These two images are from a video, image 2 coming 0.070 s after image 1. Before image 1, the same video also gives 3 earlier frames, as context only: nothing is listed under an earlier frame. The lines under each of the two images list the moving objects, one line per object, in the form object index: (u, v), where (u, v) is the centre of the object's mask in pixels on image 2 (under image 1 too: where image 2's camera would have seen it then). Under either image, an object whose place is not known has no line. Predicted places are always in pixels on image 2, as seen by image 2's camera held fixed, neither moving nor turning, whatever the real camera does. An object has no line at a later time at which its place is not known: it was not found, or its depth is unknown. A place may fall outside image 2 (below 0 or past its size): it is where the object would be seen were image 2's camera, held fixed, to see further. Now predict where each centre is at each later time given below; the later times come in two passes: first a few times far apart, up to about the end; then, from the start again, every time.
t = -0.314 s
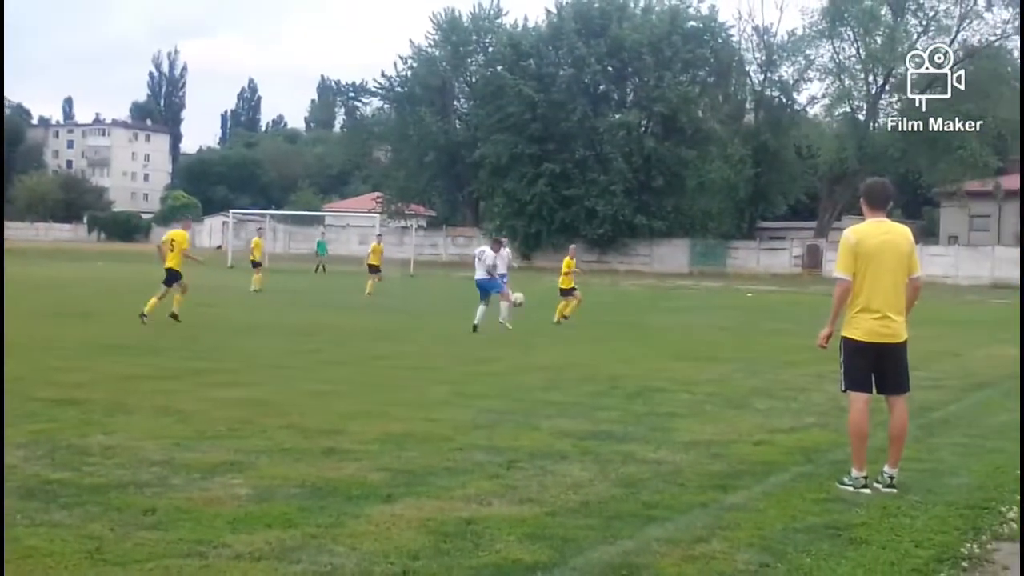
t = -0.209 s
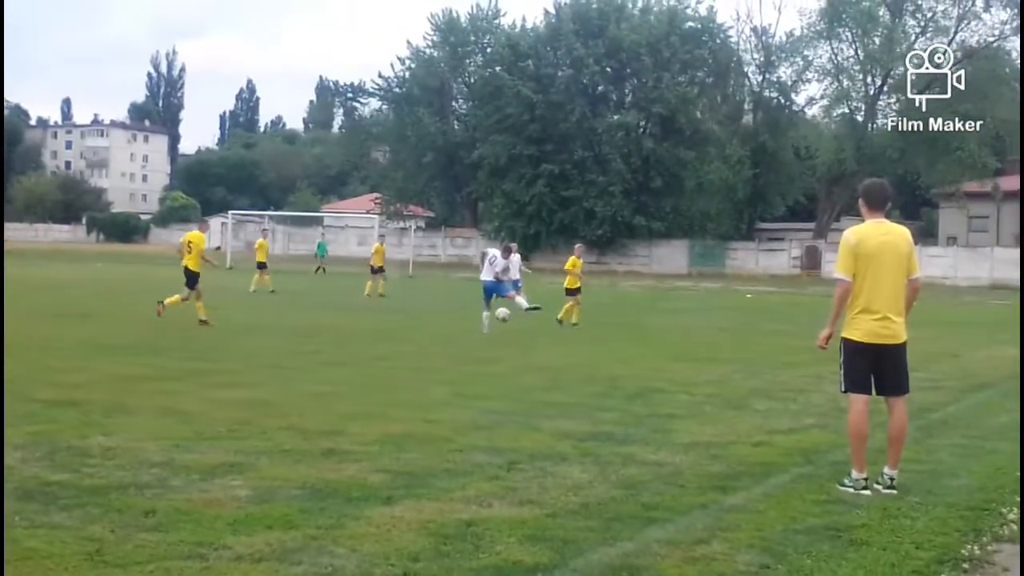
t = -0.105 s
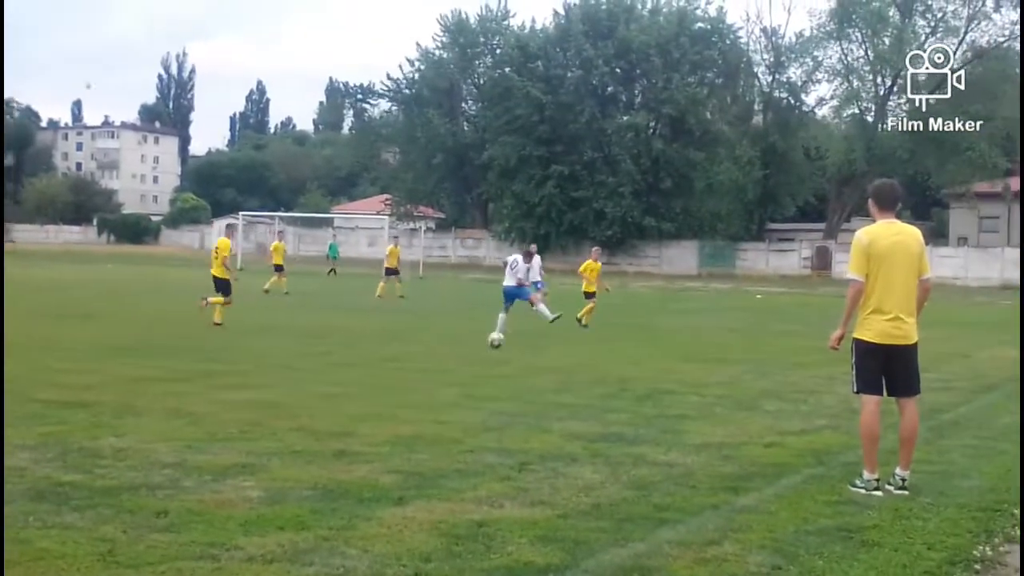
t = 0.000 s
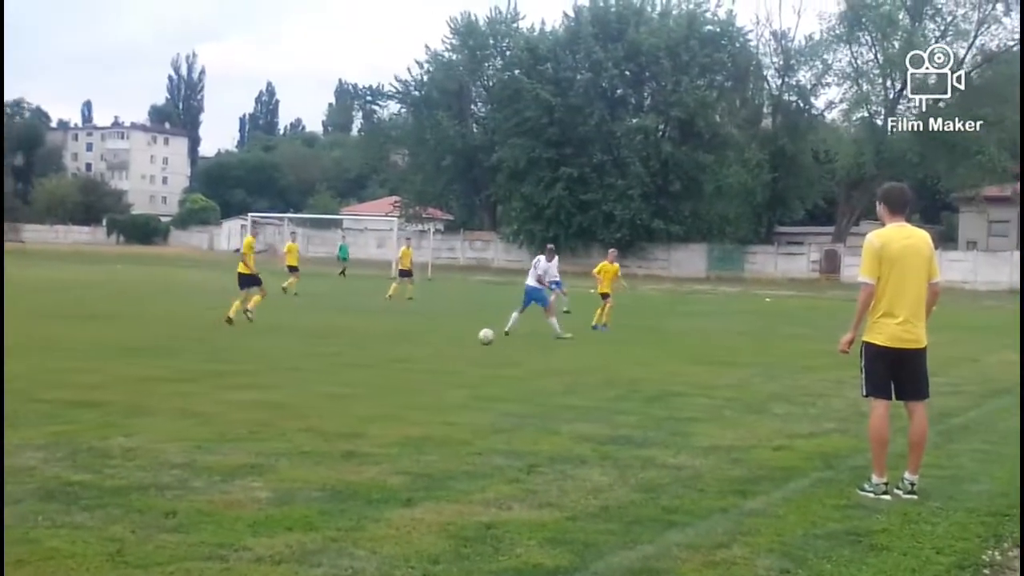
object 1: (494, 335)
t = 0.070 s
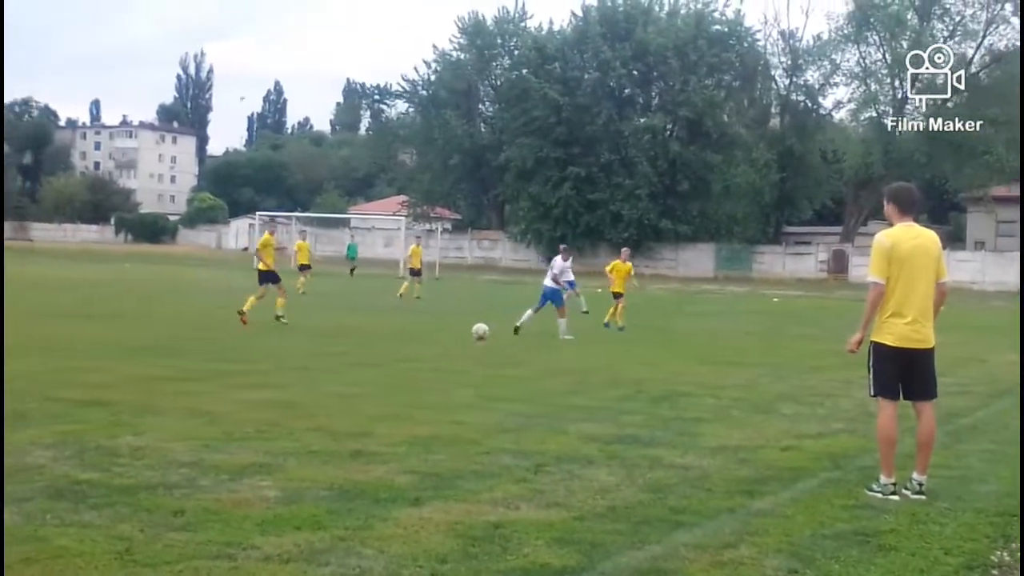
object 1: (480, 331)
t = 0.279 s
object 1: (433, 343)
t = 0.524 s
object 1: (372, 360)
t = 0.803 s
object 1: (291, 372)
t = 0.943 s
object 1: (244, 381)
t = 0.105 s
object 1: (473, 330)
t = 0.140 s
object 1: (466, 330)
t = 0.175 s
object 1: (458, 331)
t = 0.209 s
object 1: (450, 334)
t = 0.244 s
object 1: (442, 338)
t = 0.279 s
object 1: (433, 343)
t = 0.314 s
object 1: (423, 349)
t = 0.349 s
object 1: (414, 356)
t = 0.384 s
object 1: (404, 362)
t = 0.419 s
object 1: (397, 360)
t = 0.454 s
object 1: (388, 359)
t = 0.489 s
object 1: (380, 359)
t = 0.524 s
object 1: (372, 360)
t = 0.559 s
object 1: (362, 362)
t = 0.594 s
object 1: (353, 365)
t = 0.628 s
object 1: (343, 369)
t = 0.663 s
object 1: (334, 370)
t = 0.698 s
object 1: (323, 368)
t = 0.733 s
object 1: (314, 368)
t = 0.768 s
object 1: (303, 369)
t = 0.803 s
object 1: (291, 372)
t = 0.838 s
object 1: (280, 376)
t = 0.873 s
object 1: (269, 379)
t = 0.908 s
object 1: (258, 380)
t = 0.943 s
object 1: (244, 381)
